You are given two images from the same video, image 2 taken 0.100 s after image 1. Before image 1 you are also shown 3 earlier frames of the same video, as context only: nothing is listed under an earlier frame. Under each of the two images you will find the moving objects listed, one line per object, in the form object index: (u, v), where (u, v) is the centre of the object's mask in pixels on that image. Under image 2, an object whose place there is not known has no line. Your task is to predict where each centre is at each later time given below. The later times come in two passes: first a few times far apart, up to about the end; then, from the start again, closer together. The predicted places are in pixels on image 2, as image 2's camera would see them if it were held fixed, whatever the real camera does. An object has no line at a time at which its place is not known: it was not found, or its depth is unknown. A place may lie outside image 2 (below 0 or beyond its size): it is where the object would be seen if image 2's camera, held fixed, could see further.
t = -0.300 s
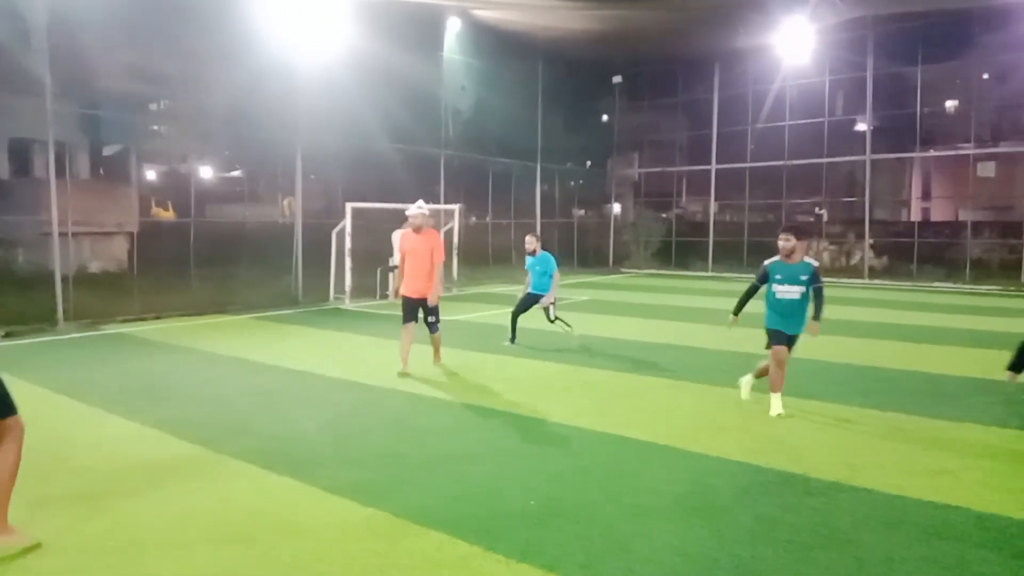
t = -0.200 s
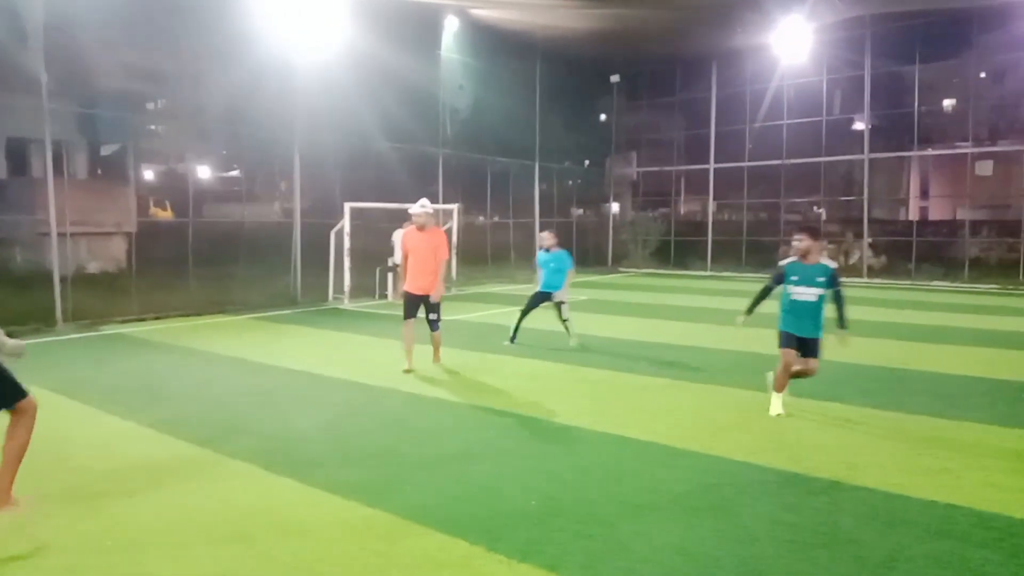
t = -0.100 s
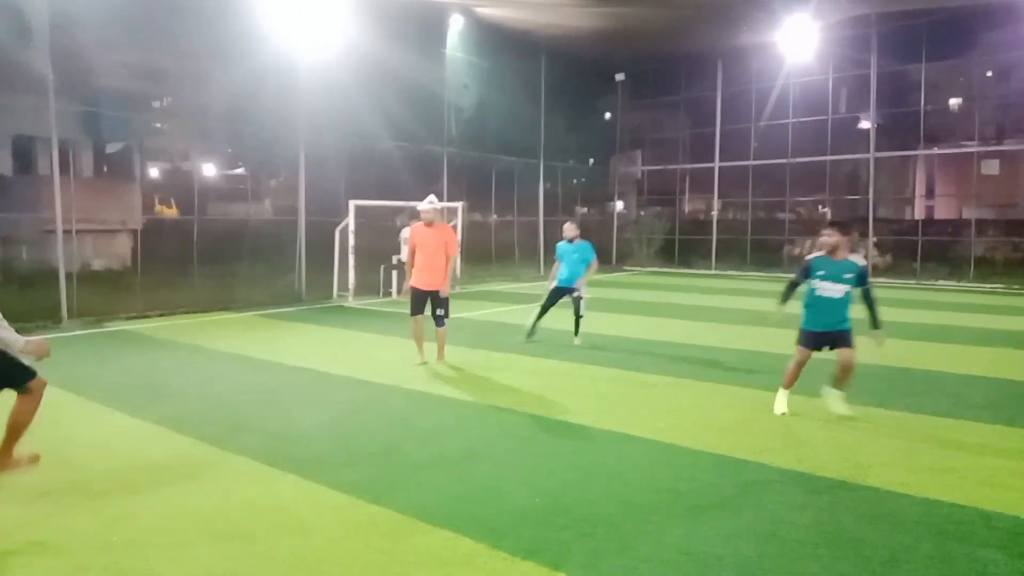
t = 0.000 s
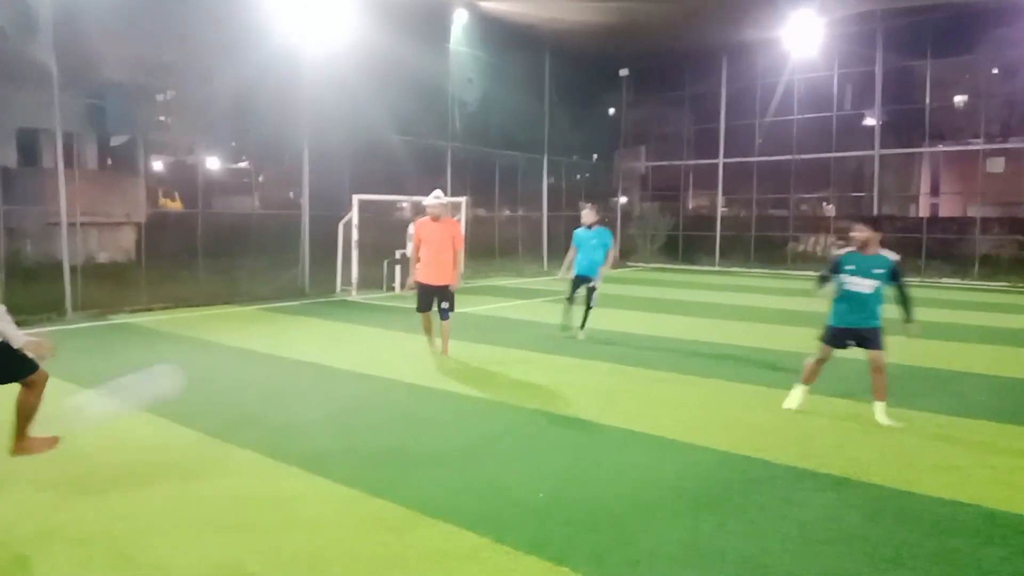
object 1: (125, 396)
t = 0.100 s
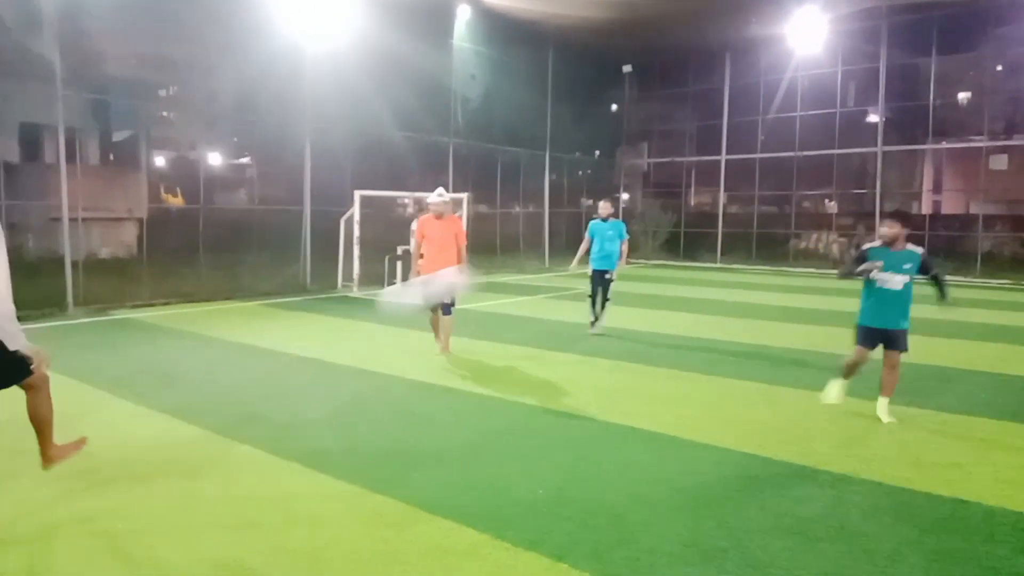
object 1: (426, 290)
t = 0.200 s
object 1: (672, 221)
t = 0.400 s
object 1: (1003, 154)
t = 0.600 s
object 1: (1014, 152)
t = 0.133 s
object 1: (520, 263)
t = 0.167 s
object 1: (600, 239)
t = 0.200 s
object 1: (672, 221)
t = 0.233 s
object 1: (739, 204)
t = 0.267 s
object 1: (802, 189)
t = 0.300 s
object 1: (860, 176)
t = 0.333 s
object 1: (911, 167)
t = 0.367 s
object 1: (960, 158)
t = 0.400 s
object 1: (1003, 154)
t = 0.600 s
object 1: (1014, 152)
